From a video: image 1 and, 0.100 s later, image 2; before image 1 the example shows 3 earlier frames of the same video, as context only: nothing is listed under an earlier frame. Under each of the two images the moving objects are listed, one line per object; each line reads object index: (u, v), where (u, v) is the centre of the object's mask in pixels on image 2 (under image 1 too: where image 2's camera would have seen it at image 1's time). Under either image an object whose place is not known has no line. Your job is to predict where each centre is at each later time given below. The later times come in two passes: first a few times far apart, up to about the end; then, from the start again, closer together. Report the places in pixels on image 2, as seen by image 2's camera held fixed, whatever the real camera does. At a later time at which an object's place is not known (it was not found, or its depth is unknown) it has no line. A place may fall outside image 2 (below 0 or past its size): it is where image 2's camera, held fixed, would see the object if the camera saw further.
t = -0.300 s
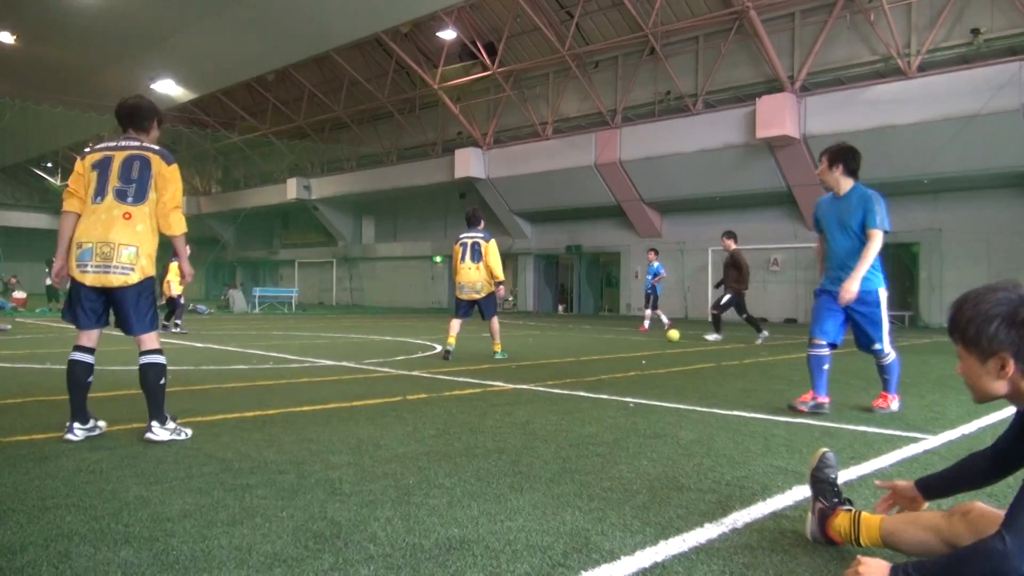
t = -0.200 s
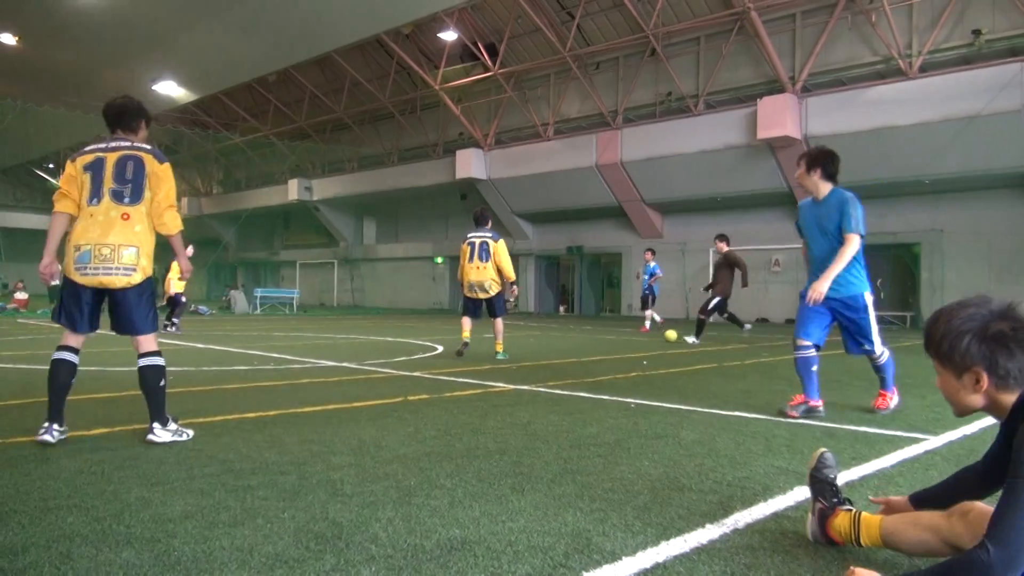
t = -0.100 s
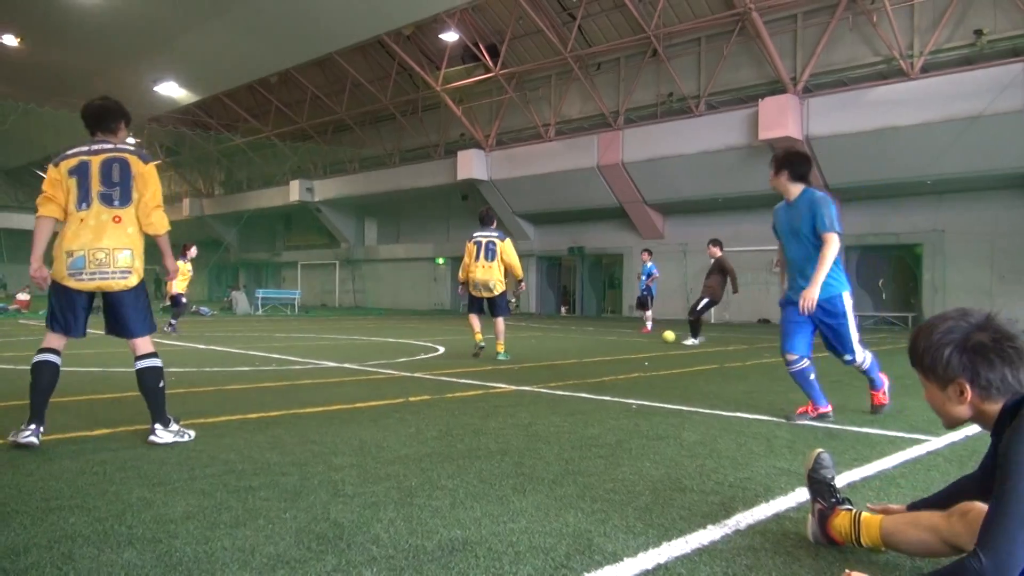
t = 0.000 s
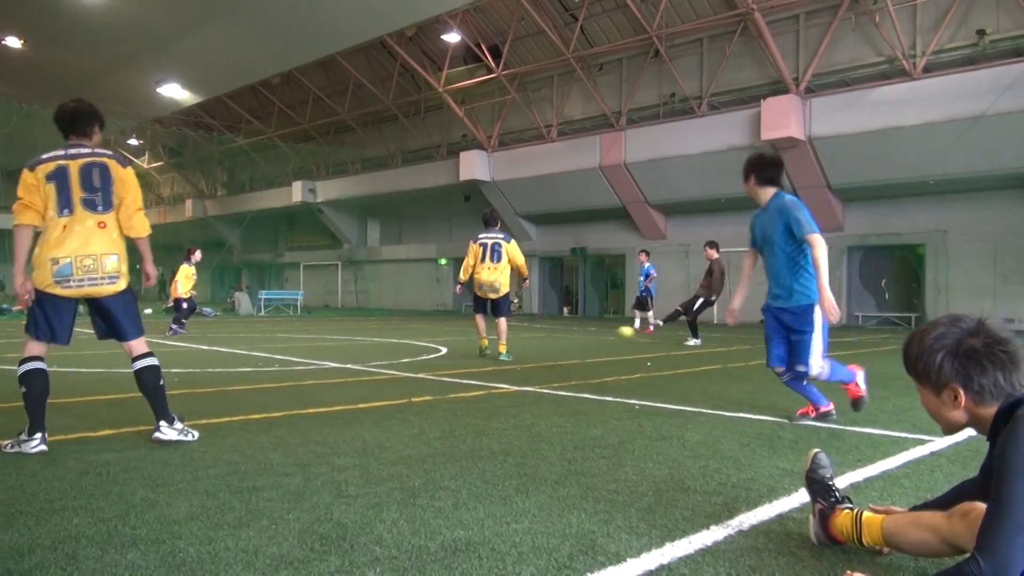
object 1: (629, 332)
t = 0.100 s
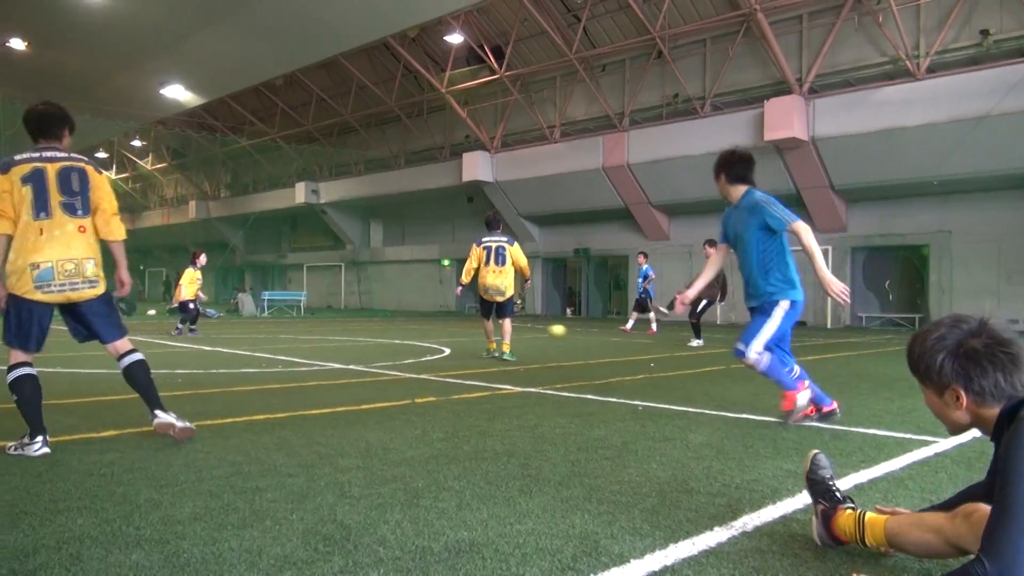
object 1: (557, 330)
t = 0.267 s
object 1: (425, 341)
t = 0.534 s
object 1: (220, 341)
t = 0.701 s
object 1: (90, 346)
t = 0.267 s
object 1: (425, 341)
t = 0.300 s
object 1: (400, 339)
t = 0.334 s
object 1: (375, 338)
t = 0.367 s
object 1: (351, 338)
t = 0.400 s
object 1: (324, 338)
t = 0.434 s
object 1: (298, 340)
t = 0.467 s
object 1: (270, 343)
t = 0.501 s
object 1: (245, 342)
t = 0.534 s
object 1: (220, 341)
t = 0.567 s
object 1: (195, 340)
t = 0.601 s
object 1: (170, 340)
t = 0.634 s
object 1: (144, 341)
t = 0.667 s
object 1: (116, 344)
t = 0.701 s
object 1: (90, 346)
